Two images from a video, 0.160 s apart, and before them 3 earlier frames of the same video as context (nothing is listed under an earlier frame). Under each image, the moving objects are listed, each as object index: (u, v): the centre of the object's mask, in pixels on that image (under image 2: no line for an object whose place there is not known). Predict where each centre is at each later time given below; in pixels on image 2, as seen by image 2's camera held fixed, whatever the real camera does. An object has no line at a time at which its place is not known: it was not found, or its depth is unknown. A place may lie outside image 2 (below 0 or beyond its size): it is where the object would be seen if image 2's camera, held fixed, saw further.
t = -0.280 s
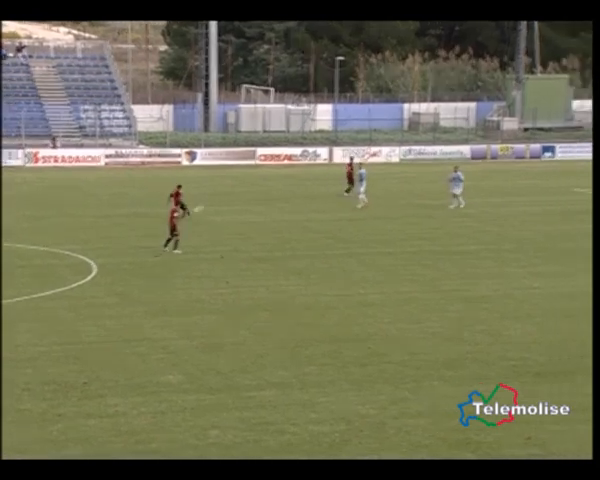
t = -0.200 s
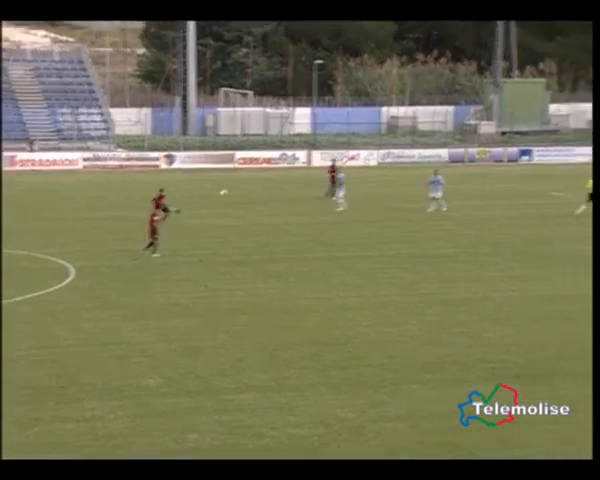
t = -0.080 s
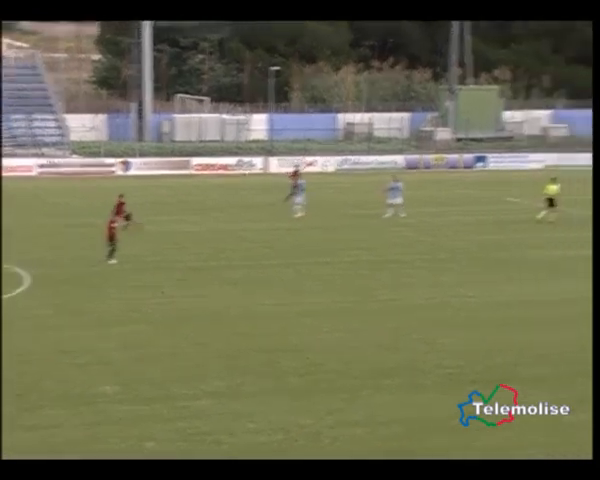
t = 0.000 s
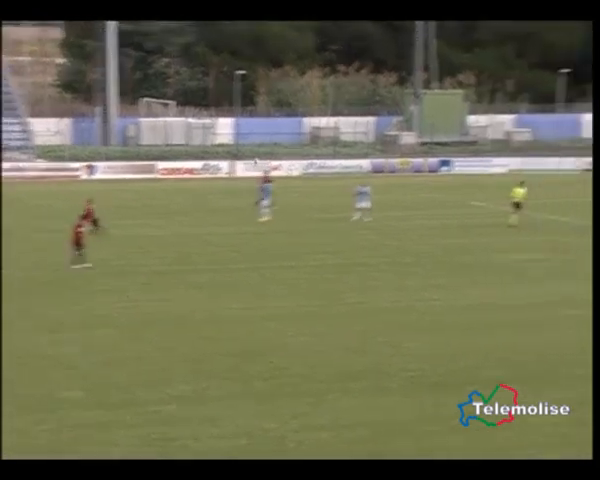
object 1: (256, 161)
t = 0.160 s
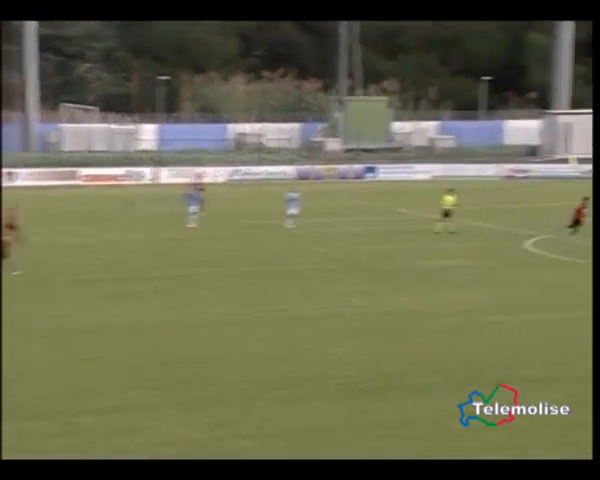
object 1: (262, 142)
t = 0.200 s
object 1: (283, 135)
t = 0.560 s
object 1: (452, 93)
